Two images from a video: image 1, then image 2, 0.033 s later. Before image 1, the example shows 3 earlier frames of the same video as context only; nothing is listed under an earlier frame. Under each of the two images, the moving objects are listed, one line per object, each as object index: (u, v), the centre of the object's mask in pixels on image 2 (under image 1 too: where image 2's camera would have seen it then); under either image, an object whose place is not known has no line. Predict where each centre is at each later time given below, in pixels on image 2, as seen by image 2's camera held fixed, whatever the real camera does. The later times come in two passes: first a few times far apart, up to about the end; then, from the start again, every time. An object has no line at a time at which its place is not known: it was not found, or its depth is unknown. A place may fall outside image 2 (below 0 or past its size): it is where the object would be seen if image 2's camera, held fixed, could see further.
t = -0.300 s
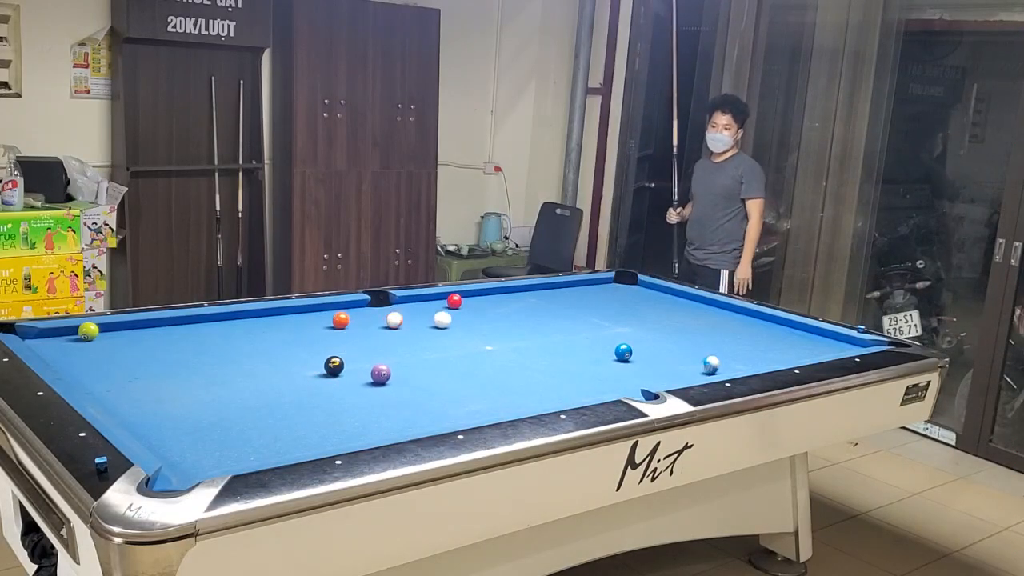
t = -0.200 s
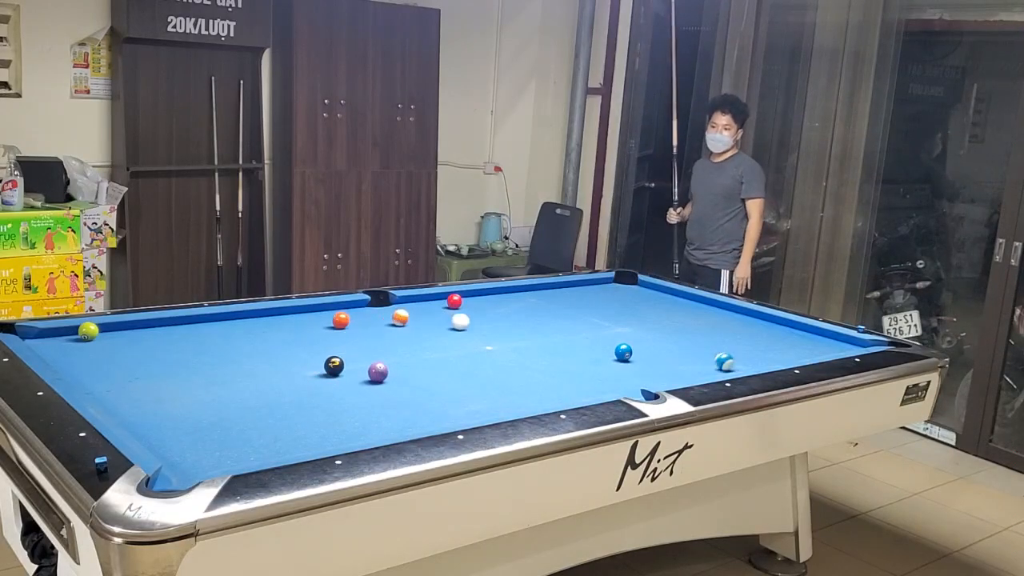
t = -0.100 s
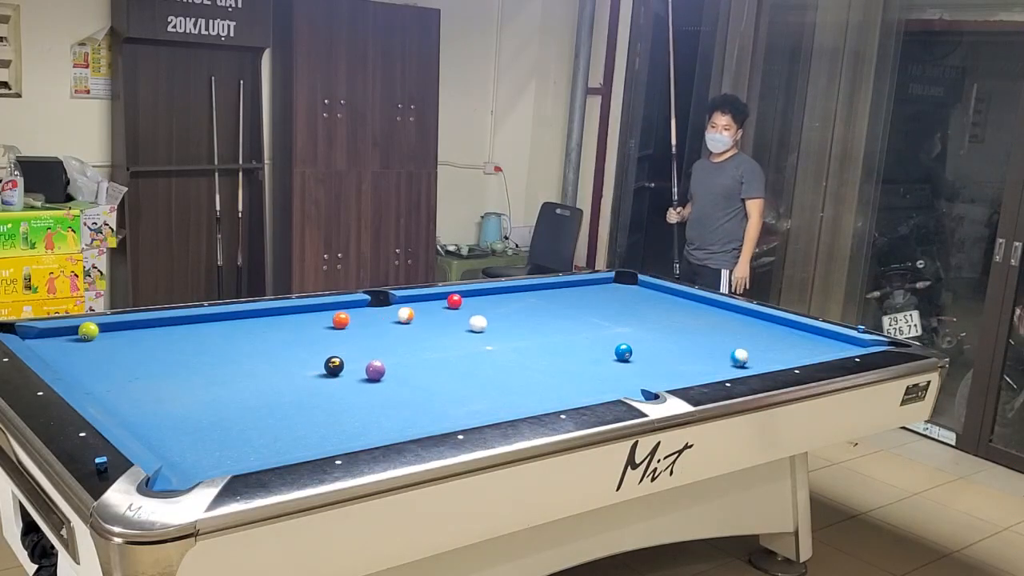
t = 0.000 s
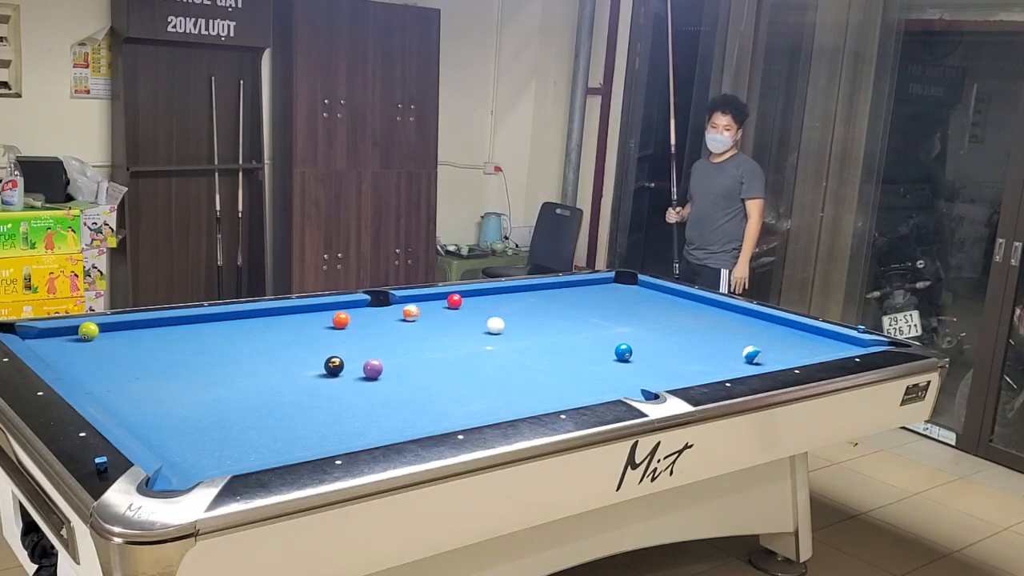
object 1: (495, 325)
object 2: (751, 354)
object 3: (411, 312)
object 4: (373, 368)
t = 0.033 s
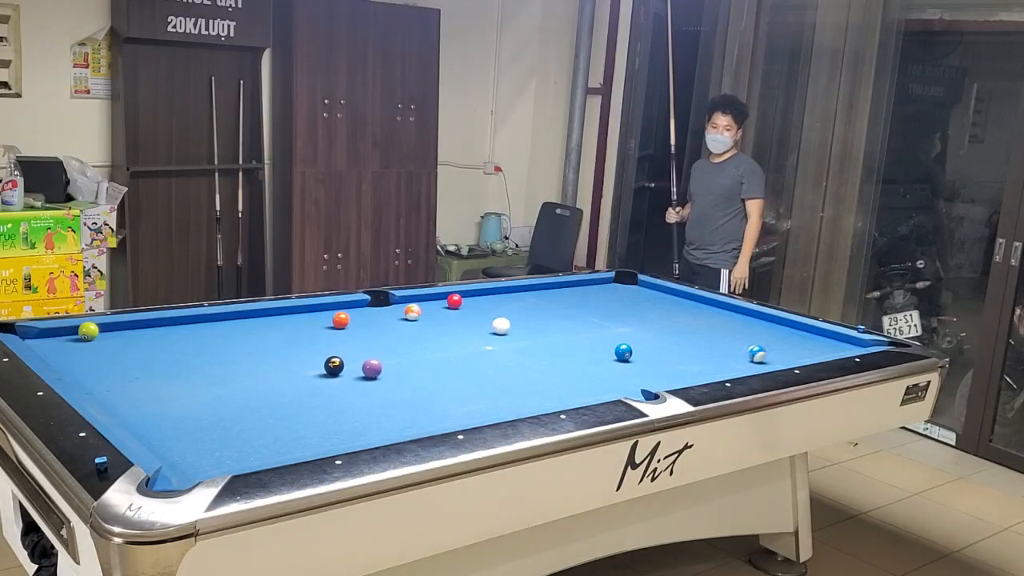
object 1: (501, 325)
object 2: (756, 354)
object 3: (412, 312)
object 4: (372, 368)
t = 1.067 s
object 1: (668, 344)
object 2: (802, 338)
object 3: (448, 295)
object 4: (353, 358)
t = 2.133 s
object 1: (803, 354)
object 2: (715, 347)
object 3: (479, 298)
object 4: (349, 355)
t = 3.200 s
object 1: (792, 342)
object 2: (646, 353)
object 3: (484, 299)
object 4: (349, 355)
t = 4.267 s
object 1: (788, 337)
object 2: (638, 354)
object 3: (484, 299)
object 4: (349, 355)
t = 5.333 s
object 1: (788, 336)
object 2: (638, 354)
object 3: (484, 299)
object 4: (349, 355)
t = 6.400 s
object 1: (788, 336)
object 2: (638, 354)
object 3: (484, 299)
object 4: (349, 355)
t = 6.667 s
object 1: (788, 336)
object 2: (638, 354)
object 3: (484, 299)
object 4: (349, 355)
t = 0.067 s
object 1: (506, 327)
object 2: (761, 353)
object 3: (414, 307)
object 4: (371, 368)
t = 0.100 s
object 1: (512, 327)
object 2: (765, 352)
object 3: (416, 307)
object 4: (370, 367)
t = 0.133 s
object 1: (518, 328)
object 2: (770, 350)
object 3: (417, 310)
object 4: (369, 367)
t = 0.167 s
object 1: (523, 329)
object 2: (773, 350)
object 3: (419, 309)
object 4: (369, 366)
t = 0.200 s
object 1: (529, 329)
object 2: (777, 349)
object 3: (420, 308)
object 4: (368, 366)
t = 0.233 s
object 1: (535, 330)
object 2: (781, 348)
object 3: (423, 307)
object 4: (367, 366)
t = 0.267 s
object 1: (540, 330)
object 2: (785, 347)
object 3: (425, 305)
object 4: (366, 365)
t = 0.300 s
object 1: (546, 331)
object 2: (789, 347)
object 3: (427, 304)
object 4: (366, 365)
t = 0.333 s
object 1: (552, 331)
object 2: (793, 345)
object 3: (426, 305)
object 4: (365, 364)
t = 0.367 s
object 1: (557, 332)
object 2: (798, 344)
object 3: (427, 305)
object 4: (364, 364)
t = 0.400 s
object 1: (563, 333)
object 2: (801, 343)
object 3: (429, 304)
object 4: (364, 363)
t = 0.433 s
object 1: (568, 333)
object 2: (804, 343)
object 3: (430, 304)
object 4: (363, 363)
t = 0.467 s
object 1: (573, 334)
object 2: (807, 341)
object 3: (432, 301)
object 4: (362, 362)
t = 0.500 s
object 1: (579, 334)
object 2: (811, 340)
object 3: (433, 300)
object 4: (362, 362)
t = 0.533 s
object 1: (584, 335)
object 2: (815, 340)
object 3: (434, 302)
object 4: (361, 362)
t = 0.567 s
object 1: (590, 336)
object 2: (818, 339)
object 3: (435, 302)
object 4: (360, 361)
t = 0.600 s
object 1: (596, 336)
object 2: (822, 337)
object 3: (437, 301)
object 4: (360, 361)
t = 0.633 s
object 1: (601, 337)
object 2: (825, 337)
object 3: (438, 300)
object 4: (359, 361)
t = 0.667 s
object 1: (606, 337)
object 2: (828, 336)
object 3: (439, 300)
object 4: (359, 361)
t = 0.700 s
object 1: (611, 338)
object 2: (831, 335)
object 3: (440, 299)
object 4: (358, 361)
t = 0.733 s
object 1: (617, 337)
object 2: (831, 335)
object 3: (440, 298)
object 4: (357, 360)
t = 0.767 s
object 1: (622, 337)
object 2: (828, 335)
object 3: (442, 296)
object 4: (357, 360)
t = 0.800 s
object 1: (628, 338)
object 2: (826, 336)
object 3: (443, 294)
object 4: (356, 360)
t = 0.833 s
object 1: (633, 339)
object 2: (823, 336)
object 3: (445, 293)
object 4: (356, 360)
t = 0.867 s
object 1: (638, 340)
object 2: (820, 336)
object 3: (447, 294)
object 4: (355, 359)
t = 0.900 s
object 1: (642, 341)
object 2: (817, 336)
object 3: (446, 296)
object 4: (355, 359)
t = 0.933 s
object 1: (648, 342)
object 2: (814, 337)
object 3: (443, 295)
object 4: (354, 359)
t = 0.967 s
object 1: (653, 342)
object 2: (811, 337)
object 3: (445, 295)
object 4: (354, 359)
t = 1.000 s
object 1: (658, 343)
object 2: (808, 338)
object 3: (446, 295)
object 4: (353, 358)
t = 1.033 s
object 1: (663, 343)
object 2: (805, 338)
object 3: (447, 295)
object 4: (353, 358)
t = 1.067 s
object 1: (668, 344)
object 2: (802, 338)
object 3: (448, 295)
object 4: (353, 358)
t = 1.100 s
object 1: (673, 344)
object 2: (798, 338)
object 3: (449, 295)
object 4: (352, 358)
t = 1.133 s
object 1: (678, 345)
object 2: (796, 338)
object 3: (450, 295)
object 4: (352, 358)
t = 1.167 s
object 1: (683, 346)
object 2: (793, 339)
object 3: (452, 294)
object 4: (352, 357)
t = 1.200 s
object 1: (688, 346)
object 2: (791, 339)
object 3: (453, 294)
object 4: (351, 357)
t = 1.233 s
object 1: (693, 347)
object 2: (788, 339)
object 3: (454, 294)
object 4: (351, 357)
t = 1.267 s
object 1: (698, 347)
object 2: (785, 339)
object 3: (456, 293)
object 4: (351, 357)
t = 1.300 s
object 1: (703, 348)
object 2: (783, 340)
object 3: (458, 293)
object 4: (351, 357)
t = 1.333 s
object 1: (708, 348)
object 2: (779, 340)
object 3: (460, 293)
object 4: (350, 356)
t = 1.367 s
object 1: (713, 349)
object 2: (776, 341)
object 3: (461, 293)
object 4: (350, 357)
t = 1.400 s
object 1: (718, 349)
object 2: (774, 341)
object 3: (463, 294)
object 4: (350, 356)
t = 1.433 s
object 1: (722, 350)
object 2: (771, 342)
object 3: (464, 295)
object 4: (350, 356)
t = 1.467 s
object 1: (727, 350)
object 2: (768, 341)
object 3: (466, 295)
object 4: (350, 356)
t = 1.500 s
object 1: (732, 351)
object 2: (765, 342)
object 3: (467, 296)
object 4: (350, 356)
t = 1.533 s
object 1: (737, 351)
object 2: (762, 342)
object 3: (468, 296)
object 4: (350, 356)
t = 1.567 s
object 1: (741, 352)
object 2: (759, 342)
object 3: (468, 296)
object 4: (350, 356)
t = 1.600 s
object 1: (746, 352)
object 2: (758, 342)
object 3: (469, 297)
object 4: (349, 355)
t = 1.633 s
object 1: (751, 353)
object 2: (755, 340)
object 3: (470, 297)
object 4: (349, 355)
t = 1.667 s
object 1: (755, 353)
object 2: (751, 341)
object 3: (471, 297)
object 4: (349, 355)
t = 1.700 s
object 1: (760, 354)
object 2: (749, 342)
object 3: (471, 297)
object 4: (349, 355)
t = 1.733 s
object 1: (764, 354)
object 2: (746, 343)
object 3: (472, 298)
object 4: (349, 355)
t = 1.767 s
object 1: (769, 355)
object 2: (744, 343)
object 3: (472, 298)
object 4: (349, 355)
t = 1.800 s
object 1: (773, 355)
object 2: (741, 344)
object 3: (473, 298)
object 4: (349, 355)
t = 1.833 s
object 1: (778, 355)
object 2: (738, 344)
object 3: (474, 298)
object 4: (349, 355)
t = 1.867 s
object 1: (782, 355)
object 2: (736, 345)
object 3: (475, 298)
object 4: (349, 355)
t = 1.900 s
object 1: (787, 355)
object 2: (733, 345)
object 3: (475, 298)
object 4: (349, 355)
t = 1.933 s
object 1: (791, 355)
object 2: (731, 345)
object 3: (476, 298)
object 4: (349, 355)
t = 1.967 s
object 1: (795, 355)
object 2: (728, 345)
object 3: (477, 298)
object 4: (349, 355)
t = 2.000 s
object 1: (799, 355)
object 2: (725, 345)
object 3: (477, 298)
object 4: (349, 355)
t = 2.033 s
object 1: (803, 355)
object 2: (723, 346)
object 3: (478, 298)
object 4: (349, 355)
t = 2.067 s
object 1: (804, 355)
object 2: (720, 346)
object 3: (478, 298)
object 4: (349, 355)
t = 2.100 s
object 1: (803, 355)
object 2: (718, 346)
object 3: (479, 298)
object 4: (349, 355)
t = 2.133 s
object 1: (803, 354)
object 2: (715, 347)
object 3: (479, 298)
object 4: (349, 355)
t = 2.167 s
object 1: (803, 354)
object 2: (713, 347)
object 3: (480, 299)
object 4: (349, 355)
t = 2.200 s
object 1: (802, 354)
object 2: (711, 347)
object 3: (480, 299)
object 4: (349, 355)
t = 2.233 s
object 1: (802, 353)
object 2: (709, 347)
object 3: (480, 299)
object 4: (349, 355)
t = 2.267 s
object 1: (802, 353)
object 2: (706, 347)
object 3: (481, 299)
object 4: (349, 355)
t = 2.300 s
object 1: (801, 353)
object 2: (704, 347)
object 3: (481, 299)
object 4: (349, 355)
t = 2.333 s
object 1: (801, 353)
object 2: (701, 348)
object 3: (481, 299)
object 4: (349, 355)
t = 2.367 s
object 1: (800, 352)
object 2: (699, 348)
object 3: (482, 299)
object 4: (349, 355)
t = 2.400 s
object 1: (800, 352)
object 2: (696, 348)
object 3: (482, 299)
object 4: (349, 355)
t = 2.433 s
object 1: (799, 351)
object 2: (694, 349)
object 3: (482, 299)
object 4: (349, 355)
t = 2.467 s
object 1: (799, 351)
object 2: (692, 349)
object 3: (483, 299)
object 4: (349, 355)
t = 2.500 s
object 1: (799, 351)
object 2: (690, 349)
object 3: (483, 299)
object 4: (349, 355)
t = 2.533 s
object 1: (798, 350)
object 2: (687, 349)
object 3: (483, 299)
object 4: (349, 355)
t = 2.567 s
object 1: (798, 350)
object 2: (685, 349)
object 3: (483, 299)
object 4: (349, 355)
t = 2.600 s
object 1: (797, 349)
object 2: (683, 349)
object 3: (483, 299)
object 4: (349, 355)
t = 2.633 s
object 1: (797, 349)
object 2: (680, 350)
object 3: (484, 299)
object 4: (349, 355)
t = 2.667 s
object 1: (797, 348)
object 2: (678, 350)
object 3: (484, 299)
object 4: (349, 355)
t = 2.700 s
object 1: (797, 348)
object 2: (676, 350)
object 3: (484, 299)
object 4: (349, 355)
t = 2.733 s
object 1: (797, 348)
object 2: (674, 350)
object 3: (484, 299)
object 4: (349, 355)
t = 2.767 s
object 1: (796, 347)
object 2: (672, 351)
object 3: (484, 299)
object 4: (349, 355)
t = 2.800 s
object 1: (796, 347)
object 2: (670, 351)
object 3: (484, 299)
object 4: (349, 355)
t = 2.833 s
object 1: (795, 347)
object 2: (668, 351)
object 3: (484, 299)
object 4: (349, 355)
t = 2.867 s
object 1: (795, 346)
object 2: (666, 351)
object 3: (484, 299)
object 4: (349, 355)
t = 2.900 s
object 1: (795, 346)
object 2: (664, 351)
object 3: (484, 299)
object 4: (349, 355)
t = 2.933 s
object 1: (794, 345)
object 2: (662, 351)
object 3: (484, 299)
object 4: (349, 355)
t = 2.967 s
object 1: (794, 345)
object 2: (660, 351)
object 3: (484, 299)
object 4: (349, 355)
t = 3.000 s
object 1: (794, 345)
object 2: (657, 351)
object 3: (484, 299)
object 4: (349, 355)
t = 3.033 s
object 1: (793, 344)
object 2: (655, 352)
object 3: (484, 299)
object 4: (349, 355)
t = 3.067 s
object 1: (793, 344)
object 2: (653, 352)
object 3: (484, 299)
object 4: (349, 355)
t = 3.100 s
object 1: (793, 344)
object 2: (651, 352)
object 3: (484, 299)
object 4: (349, 355)
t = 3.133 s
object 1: (792, 343)
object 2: (649, 353)
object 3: (484, 299)
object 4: (349, 355)
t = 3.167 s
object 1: (792, 343)
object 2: (647, 353)
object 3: (484, 299)
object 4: (349, 355)
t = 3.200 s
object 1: (792, 342)
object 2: (646, 353)
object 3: (484, 299)
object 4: (349, 355)
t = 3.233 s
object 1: (792, 342)
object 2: (644, 352)
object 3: (484, 299)
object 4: (349, 355)
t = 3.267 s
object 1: (792, 342)
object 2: (642, 353)
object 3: (484, 299)
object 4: (349, 355)
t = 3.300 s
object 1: (791, 342)
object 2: (640, 353)
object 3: (484, 299)
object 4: (349, 355)
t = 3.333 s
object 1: (791, 341)
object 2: (640, 353)
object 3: (484, 299)
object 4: (349, 355)
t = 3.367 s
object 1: (791, 341)
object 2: (640, 353)
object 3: (484, 299)
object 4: (349, 355)
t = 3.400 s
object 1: (791, 341)
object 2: (639, 353)
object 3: (484, 299)
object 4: (349, 355)
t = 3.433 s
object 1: (790, 341)
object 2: (639, 354)
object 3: (484, 299)
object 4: (349, 355)
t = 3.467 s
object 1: (790, 340)
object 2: (639, 354)
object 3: (484, 299)
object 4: (349, 355)
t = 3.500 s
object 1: (790, 340)
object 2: (639, 354)
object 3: (484, 299)
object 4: (349, 355)
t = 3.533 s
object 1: (790, 340)
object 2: (639, 354)
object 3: (484, 299)
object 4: (349, 355)
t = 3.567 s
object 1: (789, 340)
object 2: (639, 354)
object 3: (484, 299)
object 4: (349, 355)
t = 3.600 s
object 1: (789, 339)
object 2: (639, 354)
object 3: (484, 299)
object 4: (349, 355)
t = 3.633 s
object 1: (789, 339)
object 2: (639, 354)
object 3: (484, 299)
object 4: (349, 355)
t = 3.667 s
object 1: (789, 339)
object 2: (639, 354)
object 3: (484, 299)
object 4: (349, 355)
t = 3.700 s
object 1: (789, 339)
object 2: (639, 354)
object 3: (484, 299)
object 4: (349, 355)
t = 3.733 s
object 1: (789, 339)
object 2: (638, 354)
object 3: (484, 299)
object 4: (349, 355)
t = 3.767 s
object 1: (788, 338)
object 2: (638, 354)
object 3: (484, 299)
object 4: (349, 355)
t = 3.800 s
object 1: (788, 338)
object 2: (638, 354)
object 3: (484, 299)
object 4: (349, 355)
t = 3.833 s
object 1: (788, 338)
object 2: (638, 354)
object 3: (484, 299)
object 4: (349, 355)
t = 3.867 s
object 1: (788, 338)
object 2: (638, 354)
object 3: (484, 299)
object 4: (349, 355)
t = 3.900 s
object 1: (788, 338)
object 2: (638, 354)
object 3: (484, 299)
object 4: (349, 355)
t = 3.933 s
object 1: (788, 338)
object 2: (638, 354)
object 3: (484, 299)
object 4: (349, 355)
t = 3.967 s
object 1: (788, 337)
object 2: (638, 354)
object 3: (484, 299)
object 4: (349, 355)
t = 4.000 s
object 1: (788, 337)
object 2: (638, 354)
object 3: (484, 299)
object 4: (349, 355)
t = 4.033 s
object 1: (788, 337)
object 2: (638, 354)
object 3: (484, 299)
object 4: (349, 355)
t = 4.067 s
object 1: (788, 337)
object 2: (638, 354)
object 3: (484, 299)
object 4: (349, 355)
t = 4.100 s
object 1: (788, 337)
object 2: (638, 354)
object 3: (484, 299)
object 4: (349, 355)
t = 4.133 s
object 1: (788, 337)
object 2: (638, 354)
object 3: (484, 299)
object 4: (349, 355)
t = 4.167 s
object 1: (788, 337)
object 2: (638, 354)
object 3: (484, 299)
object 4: (349, 355)
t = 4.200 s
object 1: (788, 337)
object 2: (638, 354)
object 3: (484, 299)
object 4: (349, 355)
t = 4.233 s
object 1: (788, 337)
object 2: (638, 354)
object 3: (484, 299)
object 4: (349, 355)
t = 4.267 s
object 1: (788, 337)
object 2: (638, 354)
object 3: (484, 299)
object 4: (349, 355)
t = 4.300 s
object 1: (788, 336)
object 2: (638, 354)
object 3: (484, 299)
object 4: (349, 355)
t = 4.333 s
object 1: (787, 336)
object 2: (638, 354)
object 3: (484, 299)
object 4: (349, 355)
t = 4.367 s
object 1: (787, 336)
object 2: (638, 354)
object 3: (484, 299)
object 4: (349, 355)
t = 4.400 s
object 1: (787, 336)
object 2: (638, 354)
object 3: (484, 299)
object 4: (349, 355)
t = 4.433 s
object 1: (788, 336)
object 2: (638, 354)
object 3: (484, 299)
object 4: (349, 355)
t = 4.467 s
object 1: (787, 336)
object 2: (638, 354)
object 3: (484, 299)
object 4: (349, 355)
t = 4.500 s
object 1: (787, 336)
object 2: (638, 354)
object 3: (484, 299)
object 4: (349, 355)
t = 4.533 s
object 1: (787, 336)
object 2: (638, 354)
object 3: (484, 299)
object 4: (349, 355)
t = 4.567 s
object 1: (787, 336)
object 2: (638, 354)
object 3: (484, 299)
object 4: (349, 355)
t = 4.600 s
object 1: (787, 336)
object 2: (638, 354)
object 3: (484, 299)
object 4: (349, 355)
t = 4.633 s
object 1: (788, 336)
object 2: (638, 354)
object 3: (484, 299)
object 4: (349, 355)
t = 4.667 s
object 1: (788, 336)
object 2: (638, 354)
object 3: (484, 299)
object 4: (349, 355)
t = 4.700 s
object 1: (788, 336)
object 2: (638, 354)
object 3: (484, 299)
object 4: (349, 355)
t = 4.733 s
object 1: (788, 336)
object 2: (638, 354)
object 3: (484, 299)
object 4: (349, 355)
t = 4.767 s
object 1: (788, 336)
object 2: (638, 354)
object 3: (484, 299)
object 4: (349, 355)
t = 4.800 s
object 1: (788, 336)
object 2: (638, 354)
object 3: (484, 299)
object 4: (349, 355)
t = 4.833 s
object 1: (788, 336)
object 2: (638, 354)
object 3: (484, 299)
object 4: (349, 355)
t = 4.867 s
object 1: (788, 336)
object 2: (638, 354)
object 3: (484, 299)
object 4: (349, 355)
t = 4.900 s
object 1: (788, 336)
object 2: (638, 354)
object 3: (484, 299)
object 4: (349, 355)
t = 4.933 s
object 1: (788, 336)
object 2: (638, 354)
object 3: (484, 299)
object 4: (349, 355)
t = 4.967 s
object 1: (788, 336)
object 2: (638, 354)
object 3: (484, 299)
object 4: (349, 355)
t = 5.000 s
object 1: (788, 336)
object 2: (638, 354)
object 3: (484, 299)
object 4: (349, 355)
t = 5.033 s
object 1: (788, 336)
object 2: (638, 354)
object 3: (484, 299)
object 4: (349, 355)
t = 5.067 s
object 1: (788, 336)
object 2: (638, 354)
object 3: (484, 299)
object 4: (349, 355)
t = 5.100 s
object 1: (788, 336)
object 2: (638, 354)
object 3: (484, 299)
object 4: (349, 355)
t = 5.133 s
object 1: (788, 336)
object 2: (638, 354)
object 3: (484, 299)
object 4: (349, 355)
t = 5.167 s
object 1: (788, 336)
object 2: (638, 354)
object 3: (484, 299)
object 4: (349, 355)
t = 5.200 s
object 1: (788, 336)
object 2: (638, 354)
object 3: (484, 299)
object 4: (349, 355)
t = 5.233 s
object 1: (788, 336)
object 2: (638, 354)
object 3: (484, 299)
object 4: (349, 355)
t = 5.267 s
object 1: (788, 336)
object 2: (638, 354)
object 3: (484, 299)
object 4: (349, 355)
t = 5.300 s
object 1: (788, 336)
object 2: (638, 354)
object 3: (484, 299)
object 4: (349, 355)
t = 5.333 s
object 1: (788, 336)
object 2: (638, 354)
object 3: (484, 299)
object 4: (349, 355)
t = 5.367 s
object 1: (788, 336)
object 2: (638, 354)
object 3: (484, 299)
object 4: (349, 355)
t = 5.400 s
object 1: (788, 336)
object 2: (638, 354)
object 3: (484, 299)
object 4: (349, 355)
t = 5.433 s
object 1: (788, 336)
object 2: (638, 354)
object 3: (484, 299)
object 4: (349, 355)
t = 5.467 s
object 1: (788, 336)
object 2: (638, 354)
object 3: (484, 299)
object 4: (349, 355)
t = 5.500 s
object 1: (788, 336)
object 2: (638, 354)
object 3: (484, 299)
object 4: (349, 355)
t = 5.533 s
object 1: (788, 336)
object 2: (638, 354)
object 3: (484, 299)
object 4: (349, 355)
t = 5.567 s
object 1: (788, 336)
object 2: (638, 354)
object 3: (484, 299)
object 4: (349, 355)
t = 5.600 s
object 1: (788, 336)
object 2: (638, 354)
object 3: (484, 299)
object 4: (349, 355)
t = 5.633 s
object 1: (788, 336)
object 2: (638, 354)
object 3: (484, 299)
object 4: (349, 355)
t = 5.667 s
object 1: (788, 336)
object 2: (638, 354)
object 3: (484, 299)
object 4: (349, 355)
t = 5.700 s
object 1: (788, 336)
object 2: (638, 354)
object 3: (484, 299)
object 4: (349, 355)
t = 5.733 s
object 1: (788, 336)
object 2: (638, 354)
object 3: (484, 299)
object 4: (349, 355)
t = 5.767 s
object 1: (788, 336)
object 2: (638, 354)
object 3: (484, 299)
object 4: (349, 355)
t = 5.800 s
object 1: (788, 336)
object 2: (638, 354)
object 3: (484, 299)
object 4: (349, 355)
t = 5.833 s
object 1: (788, 336)
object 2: (638, 354)
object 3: (484, 299)
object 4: (349, 355)
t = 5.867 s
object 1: (788, 336)
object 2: (638, 354)
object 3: (484, 299)
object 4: (349, 355)
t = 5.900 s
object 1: (788, 336)
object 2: (638, 354)
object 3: (484, 299)
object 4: (349, 355)
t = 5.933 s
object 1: (788, 336)
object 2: (638, 354)
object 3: (484, 299)
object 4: (349, 355)
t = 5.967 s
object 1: (788, 336)
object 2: (638, 354)
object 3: (484, 299)
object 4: (349, 355)
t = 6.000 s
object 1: (788, 336)
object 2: (638, 354)
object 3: (484, 299)
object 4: (349, 355)
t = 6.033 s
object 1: (788, 336)
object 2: (638, 354)
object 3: (484, 299)
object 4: (349, 355)
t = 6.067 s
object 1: (788, 336)
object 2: (638, 354)
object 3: (484, 299)
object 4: (349, 355)
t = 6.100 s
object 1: (788, 336)
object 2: (638, 354)
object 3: (484, 299)
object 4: (349, 355)
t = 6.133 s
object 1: (788, 336)
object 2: (638, 354)
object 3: (484, 299)
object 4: (349, 355)
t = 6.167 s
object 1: (788, 336)
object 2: (638, 354)
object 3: (484, 299)
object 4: (349, 355)
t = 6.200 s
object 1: (788, 336)
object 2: (638, 354)
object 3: (484, 299)
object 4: (349, 355)
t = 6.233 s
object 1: (788, 336)
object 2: (638, 354)
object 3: (484, 299)
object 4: (349, 355)
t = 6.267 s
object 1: (788, 336)
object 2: (638, 354)
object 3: (484, 299)
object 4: (349, 355)
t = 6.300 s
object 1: (788, 336)
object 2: (638, 354)
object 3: (484, 299)
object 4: (349, 355)
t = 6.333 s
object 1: (788, 336)
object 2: (638, 354)
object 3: (484, 299)
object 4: (349, 355)
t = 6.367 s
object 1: (788, 336)
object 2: (638, 354)
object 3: (484, 299)
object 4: (349, 355)
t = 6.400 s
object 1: (788, 336)
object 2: (638, 354)
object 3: (484, 299)
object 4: (349, 355)
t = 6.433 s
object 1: (788, 336)
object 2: (638, 354)
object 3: (484, 299)
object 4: (349, 355)
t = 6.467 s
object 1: (788, 336)
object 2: (638, 354)
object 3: (484, 299)
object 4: (349, 355)
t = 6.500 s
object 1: (788, 336)
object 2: (638, 354)
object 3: (484, 299)
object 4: (349, 355)
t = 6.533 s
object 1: (788, 336)
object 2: (638, 354)
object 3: (484, 299)
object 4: (349, 355)
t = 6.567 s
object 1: (788, 336)
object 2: (638, 354)
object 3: (484, 299)
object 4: (349, 355)
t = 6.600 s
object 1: (788, 336)
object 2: (638, 354)
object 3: (484, 299)
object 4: (349, 355)
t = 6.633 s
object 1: (788, 336)
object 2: (638, 354)
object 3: (484, 299)
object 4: (349, 355)
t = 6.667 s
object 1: (788, 336)
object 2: (638, 354)
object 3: (484, 299)
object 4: (349, 355)
